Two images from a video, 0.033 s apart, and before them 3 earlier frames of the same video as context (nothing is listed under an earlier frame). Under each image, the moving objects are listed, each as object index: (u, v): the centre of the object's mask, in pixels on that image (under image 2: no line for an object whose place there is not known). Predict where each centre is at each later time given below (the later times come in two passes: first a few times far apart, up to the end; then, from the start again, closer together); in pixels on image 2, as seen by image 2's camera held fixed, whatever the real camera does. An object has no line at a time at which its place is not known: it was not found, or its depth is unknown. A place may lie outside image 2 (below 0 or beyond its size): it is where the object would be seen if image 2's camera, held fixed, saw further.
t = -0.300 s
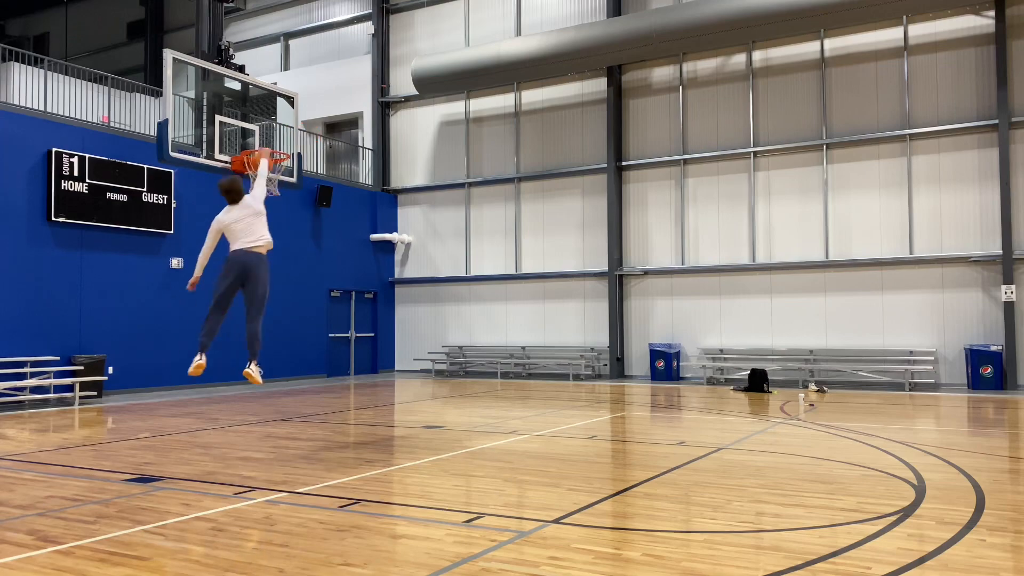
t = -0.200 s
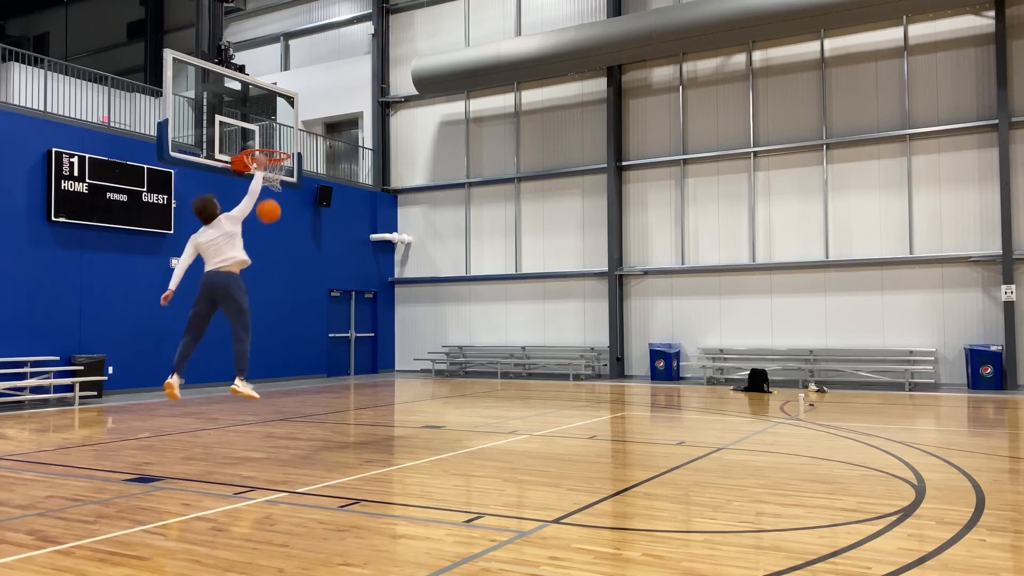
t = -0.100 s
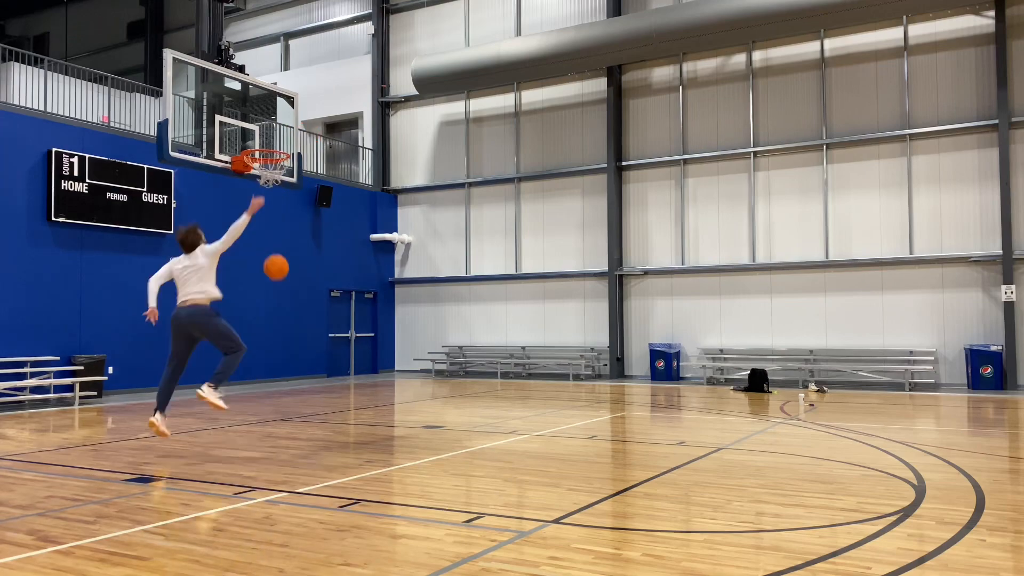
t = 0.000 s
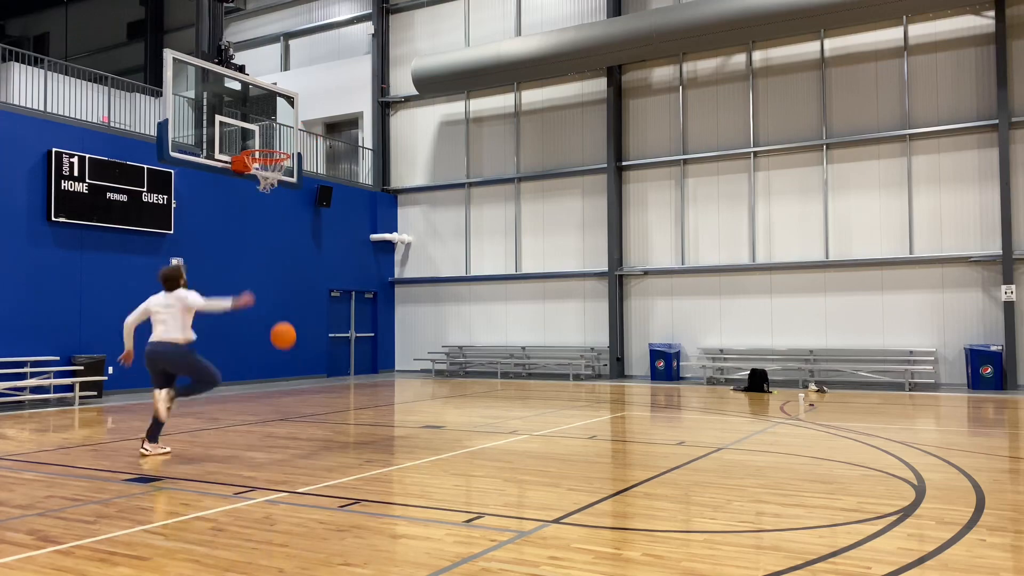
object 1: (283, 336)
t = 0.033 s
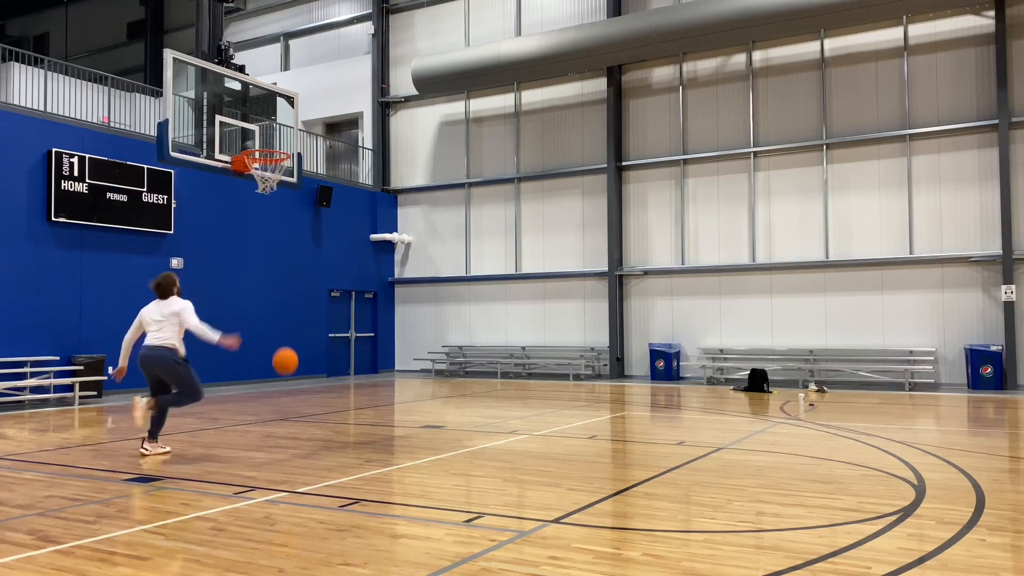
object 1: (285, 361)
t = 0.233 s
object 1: (304, 376)
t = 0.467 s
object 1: (336, 257)
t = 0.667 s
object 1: (365, 194)
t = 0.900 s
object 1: (404, 176)
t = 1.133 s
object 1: (451, 230)
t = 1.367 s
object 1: (506, 383)
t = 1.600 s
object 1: (567, 427)
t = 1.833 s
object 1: (632, 293)
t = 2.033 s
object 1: (705, 248)
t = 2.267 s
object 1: (817, 310)
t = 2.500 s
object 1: (972, 555)
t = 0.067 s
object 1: (288, 388)
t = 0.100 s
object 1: (289, 417)
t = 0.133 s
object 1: (292, 441)
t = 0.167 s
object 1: (296, 418)
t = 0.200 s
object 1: (300, 396)
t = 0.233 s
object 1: (304, 376)
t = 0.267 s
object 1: (308, 356)
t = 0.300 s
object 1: (313, 338)
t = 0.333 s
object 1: (317, 319)
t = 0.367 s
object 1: (322, 303)
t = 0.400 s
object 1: (326, 287)
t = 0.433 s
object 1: (331, 272)
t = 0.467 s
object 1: (336, 257)
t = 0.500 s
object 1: (340, 244)
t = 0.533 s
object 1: (345, 232)
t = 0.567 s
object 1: (350, 221)
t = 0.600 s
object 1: (355, 211)
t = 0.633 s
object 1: (360, 202)
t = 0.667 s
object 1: (365, 194)
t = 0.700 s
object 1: (370, 188)
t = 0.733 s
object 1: (376, 183)
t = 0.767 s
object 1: (381, 179)
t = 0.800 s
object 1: (387, 176)
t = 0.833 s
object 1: (392, 175)
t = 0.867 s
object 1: (398, 174)
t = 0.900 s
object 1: (404, 176)
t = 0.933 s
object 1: (410, 178)
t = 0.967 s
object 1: (417, 183)
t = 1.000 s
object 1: (423, 189)
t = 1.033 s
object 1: (430, 197)
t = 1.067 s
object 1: (437, 205)
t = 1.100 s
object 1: (443, 217)
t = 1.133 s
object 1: (451, 230)
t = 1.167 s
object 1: (458, 246)
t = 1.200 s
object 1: (466, 263)
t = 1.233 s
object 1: (473, 282)
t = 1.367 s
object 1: (506, 383)
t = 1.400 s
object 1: (515, 415)
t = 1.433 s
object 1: (524, 451)
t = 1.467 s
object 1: (533, 490)
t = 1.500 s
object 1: (543, 505)
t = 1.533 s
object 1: (551, 478)
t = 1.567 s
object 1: (559, 452)
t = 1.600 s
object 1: (567, 427)
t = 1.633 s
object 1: (575, 402)
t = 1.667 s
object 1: (584, 380)
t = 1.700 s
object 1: (593, 360)
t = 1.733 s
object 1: (602, 341)
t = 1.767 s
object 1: (612, 323)
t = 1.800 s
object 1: (622, 307)
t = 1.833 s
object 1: (632, 293)
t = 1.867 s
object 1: (643, 280)
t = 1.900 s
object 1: (654, 270)
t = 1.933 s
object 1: (666, 261)
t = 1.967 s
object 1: (679, 254)
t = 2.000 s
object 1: (692, 250)
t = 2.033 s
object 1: (705, 248)
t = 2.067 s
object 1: (719, 248)
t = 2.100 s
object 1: (733, 251)
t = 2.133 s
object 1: (749, 256)
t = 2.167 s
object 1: (764, 265)
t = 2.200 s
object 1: (781, 276)
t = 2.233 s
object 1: (798, 291)
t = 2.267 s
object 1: (817, 310)
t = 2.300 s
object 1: (836, 333)
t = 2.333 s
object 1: (856, 360)
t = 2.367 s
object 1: (877, 392)
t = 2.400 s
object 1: (899, 428)
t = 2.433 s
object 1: (922, 470)
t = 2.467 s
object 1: (947, 518)
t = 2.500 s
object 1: (972, 555)
